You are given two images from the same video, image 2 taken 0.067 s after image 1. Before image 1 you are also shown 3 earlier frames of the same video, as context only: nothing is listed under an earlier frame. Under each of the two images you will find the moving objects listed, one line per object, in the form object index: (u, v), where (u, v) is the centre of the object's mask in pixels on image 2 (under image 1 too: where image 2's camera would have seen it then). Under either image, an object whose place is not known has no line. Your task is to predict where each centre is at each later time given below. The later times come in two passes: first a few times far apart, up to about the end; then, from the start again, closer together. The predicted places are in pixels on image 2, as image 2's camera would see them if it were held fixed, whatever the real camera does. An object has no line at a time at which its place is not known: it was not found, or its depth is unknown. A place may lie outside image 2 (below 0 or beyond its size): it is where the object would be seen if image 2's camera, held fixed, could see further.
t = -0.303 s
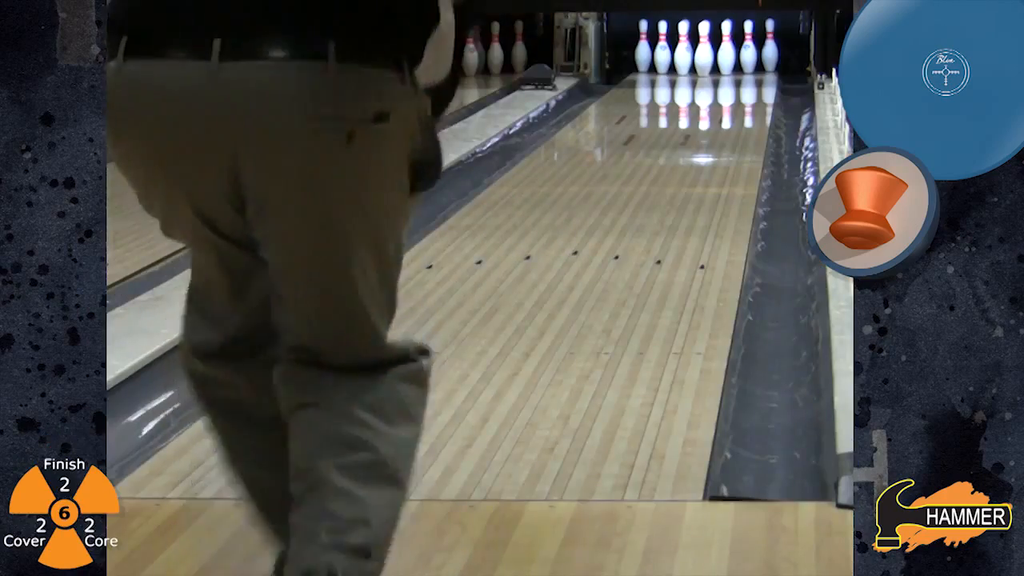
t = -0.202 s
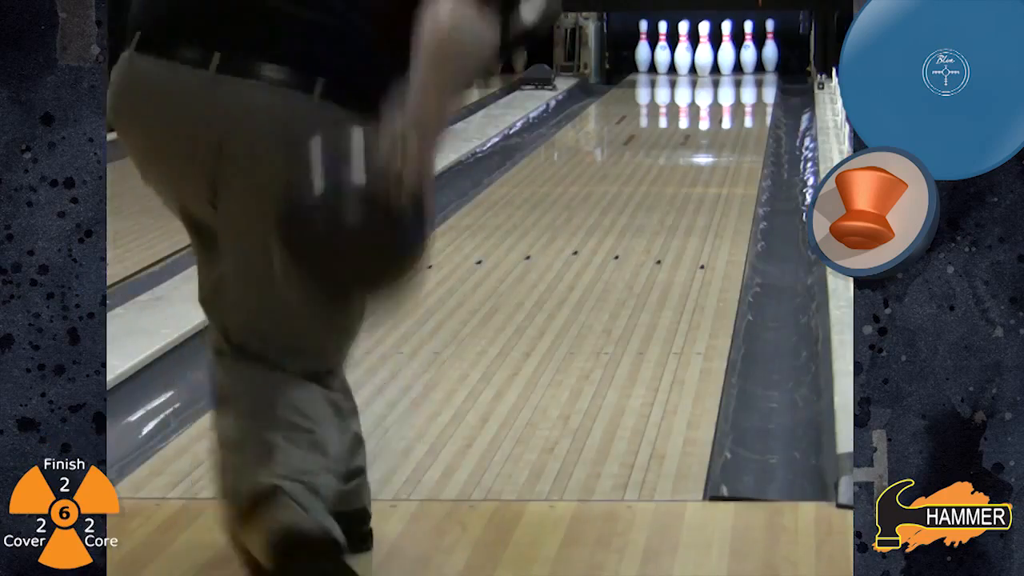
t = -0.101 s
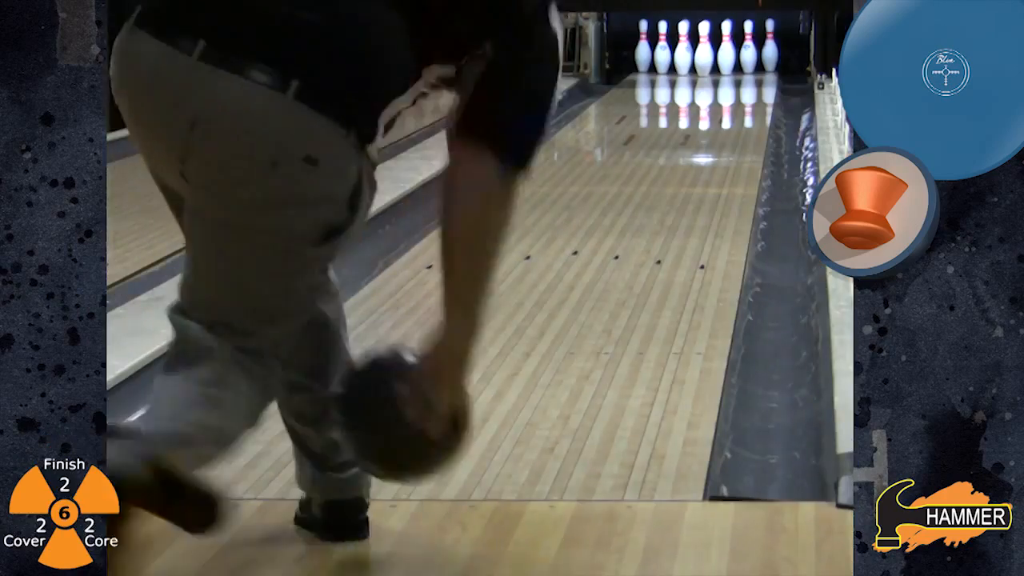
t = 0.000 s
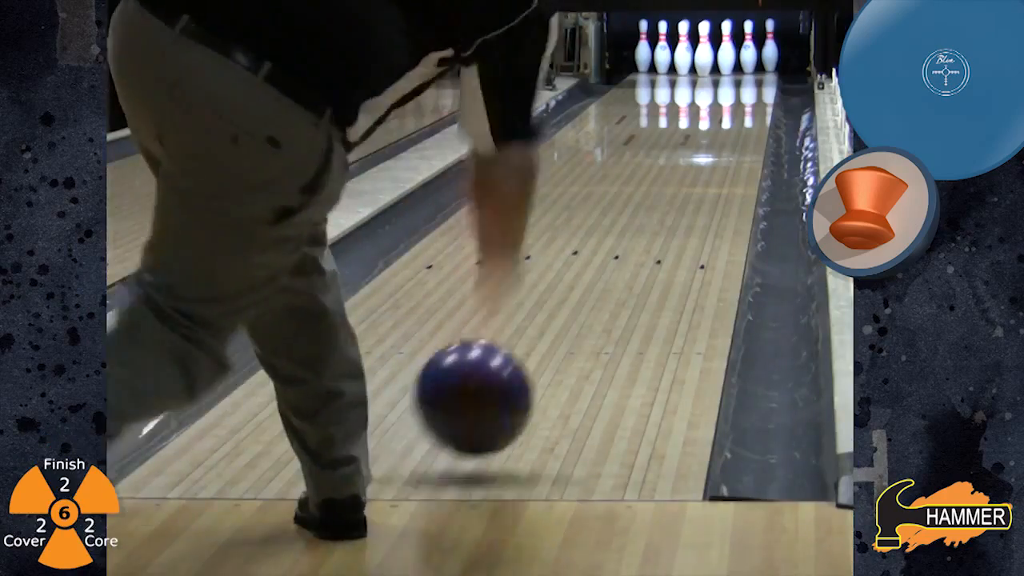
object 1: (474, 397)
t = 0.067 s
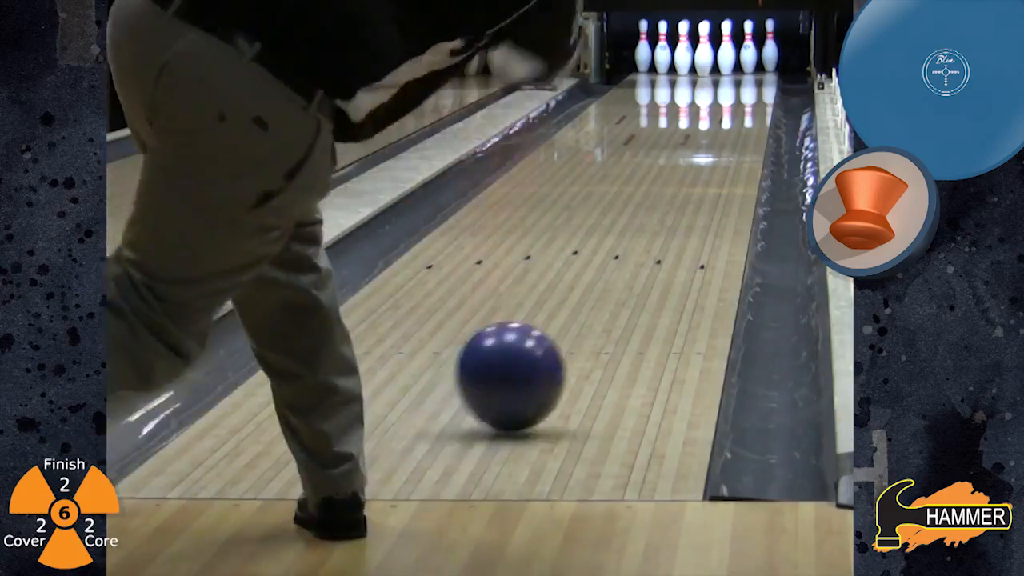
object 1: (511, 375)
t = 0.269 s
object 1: (591, 294)
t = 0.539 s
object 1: (659, 222)
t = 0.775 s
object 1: (697, 179)
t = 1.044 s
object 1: (724, 144)
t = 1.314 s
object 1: (740, 118)
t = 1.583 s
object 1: (746, 99)
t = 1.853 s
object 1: (743, 83)
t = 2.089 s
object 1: (733, 72)
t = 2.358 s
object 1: (714, 62)
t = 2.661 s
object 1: (704, 58)
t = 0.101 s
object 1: (527, 362)
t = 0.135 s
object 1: (542, 347)
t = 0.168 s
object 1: (556, 333)
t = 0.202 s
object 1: (568, 320)
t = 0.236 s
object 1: (580, 306)
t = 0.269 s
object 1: (591, 294)
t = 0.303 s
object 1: (602, 284)
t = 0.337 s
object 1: (611, 273)
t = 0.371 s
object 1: (620, 264)
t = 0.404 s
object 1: (629, 255)
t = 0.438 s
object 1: (637, 245)
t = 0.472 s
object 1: (645, 237)
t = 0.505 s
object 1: (652, 229)
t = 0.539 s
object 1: (659, 222)
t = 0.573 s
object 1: (656, 220)
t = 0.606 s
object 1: (671, 208)
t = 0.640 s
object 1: (677, 201)
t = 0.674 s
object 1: (682, 196)
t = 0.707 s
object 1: (687, 190)
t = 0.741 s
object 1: (692, 184)
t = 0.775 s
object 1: (697, 179)
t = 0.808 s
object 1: (701, 174)
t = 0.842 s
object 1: (705, 169)
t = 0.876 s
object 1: (709, 164)
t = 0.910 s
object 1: (712, 160)
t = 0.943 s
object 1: (715, 156)
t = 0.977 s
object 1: (719, 152)
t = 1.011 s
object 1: (721, 148)
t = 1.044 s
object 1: (724, 144)
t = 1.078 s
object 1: (726, 141)
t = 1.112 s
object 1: (729, 138)
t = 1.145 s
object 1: (731, 134)
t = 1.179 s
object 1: (733, 131)
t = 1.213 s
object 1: (735, 127)
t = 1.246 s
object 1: (737, 124)
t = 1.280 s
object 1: (738, 121)
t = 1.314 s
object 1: (740, 118)
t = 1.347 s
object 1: (741, 116)
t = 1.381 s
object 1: (742, 113)
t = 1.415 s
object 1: (743, 111)
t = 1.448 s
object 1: (744, 108)
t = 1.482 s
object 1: (745, 106)
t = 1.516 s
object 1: (745, 103)
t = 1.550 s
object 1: (746, 101)
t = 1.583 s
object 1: (746, 99)
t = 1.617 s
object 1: (746, 96)
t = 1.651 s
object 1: (746, 95)
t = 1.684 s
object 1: (746, 93)
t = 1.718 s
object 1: (746, 91)
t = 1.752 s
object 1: (745, 89)
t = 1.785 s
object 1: (744, 87)
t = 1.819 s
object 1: (744, 85)
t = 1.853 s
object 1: (743, 83)
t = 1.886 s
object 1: (742, 81)
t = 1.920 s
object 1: (741, 80)
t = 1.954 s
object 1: (740, 78)
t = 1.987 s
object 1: (738, 77)
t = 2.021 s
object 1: (736, 75)
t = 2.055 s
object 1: (735, 74)
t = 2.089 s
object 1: (733, 72)
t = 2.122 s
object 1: (731, 71)
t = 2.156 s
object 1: (730, 70)
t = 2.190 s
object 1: (728, 69)
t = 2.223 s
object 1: (725, 67)
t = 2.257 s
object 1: (722, 66)
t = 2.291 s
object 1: (719, 64)
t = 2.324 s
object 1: (717, 63)
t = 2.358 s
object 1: (714, 62)
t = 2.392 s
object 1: (715, 61)
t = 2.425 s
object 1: (715, 61)
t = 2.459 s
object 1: (712, 61)
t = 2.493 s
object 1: (712, 60)
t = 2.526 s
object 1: (711, 59)
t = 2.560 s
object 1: (709, 59)
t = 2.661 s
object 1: (704, 58)
